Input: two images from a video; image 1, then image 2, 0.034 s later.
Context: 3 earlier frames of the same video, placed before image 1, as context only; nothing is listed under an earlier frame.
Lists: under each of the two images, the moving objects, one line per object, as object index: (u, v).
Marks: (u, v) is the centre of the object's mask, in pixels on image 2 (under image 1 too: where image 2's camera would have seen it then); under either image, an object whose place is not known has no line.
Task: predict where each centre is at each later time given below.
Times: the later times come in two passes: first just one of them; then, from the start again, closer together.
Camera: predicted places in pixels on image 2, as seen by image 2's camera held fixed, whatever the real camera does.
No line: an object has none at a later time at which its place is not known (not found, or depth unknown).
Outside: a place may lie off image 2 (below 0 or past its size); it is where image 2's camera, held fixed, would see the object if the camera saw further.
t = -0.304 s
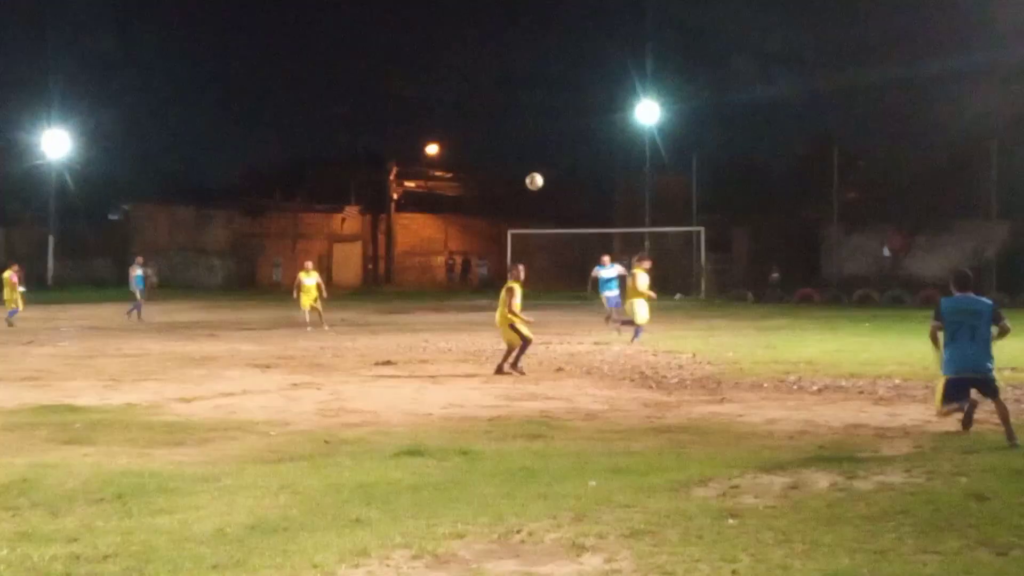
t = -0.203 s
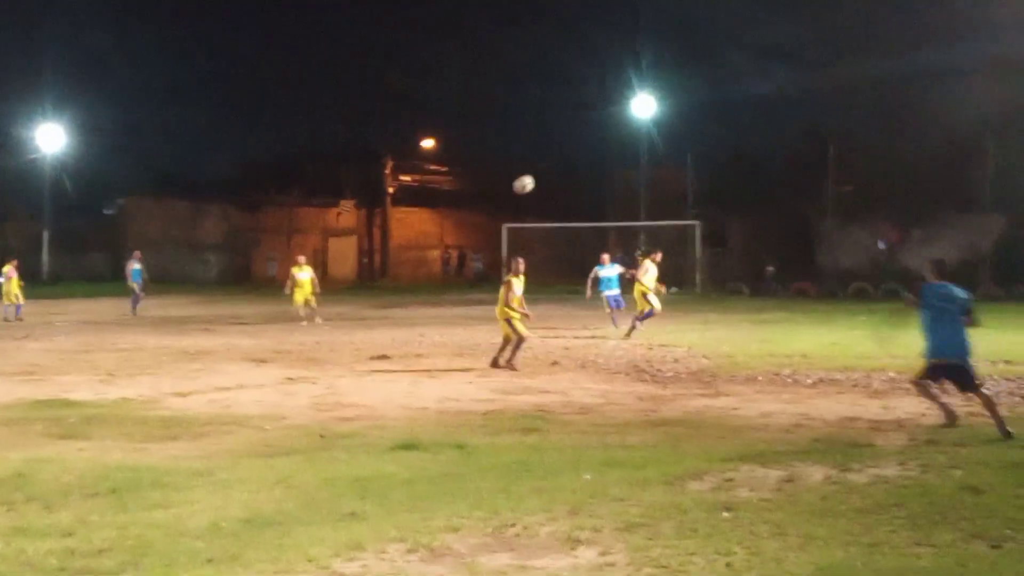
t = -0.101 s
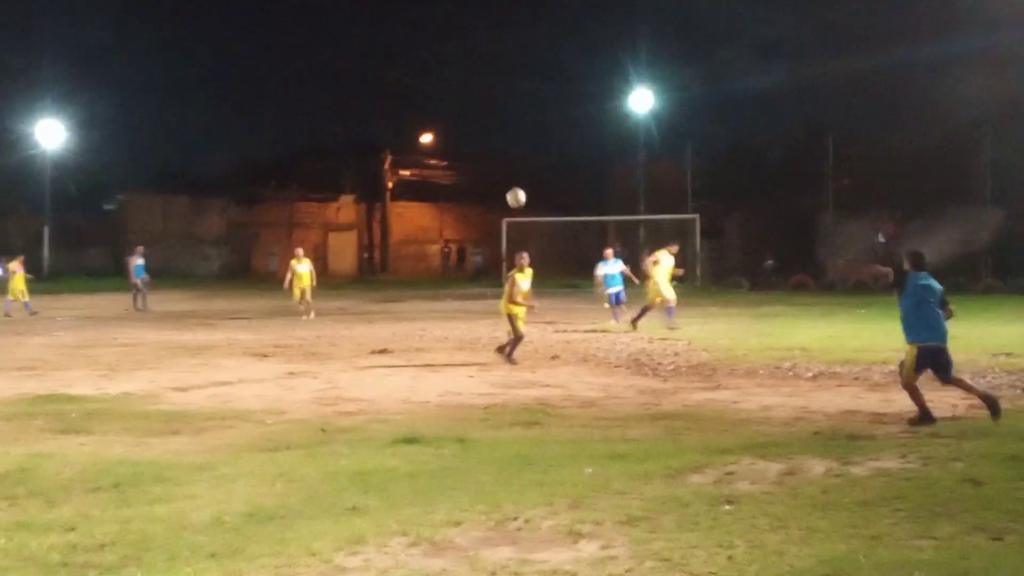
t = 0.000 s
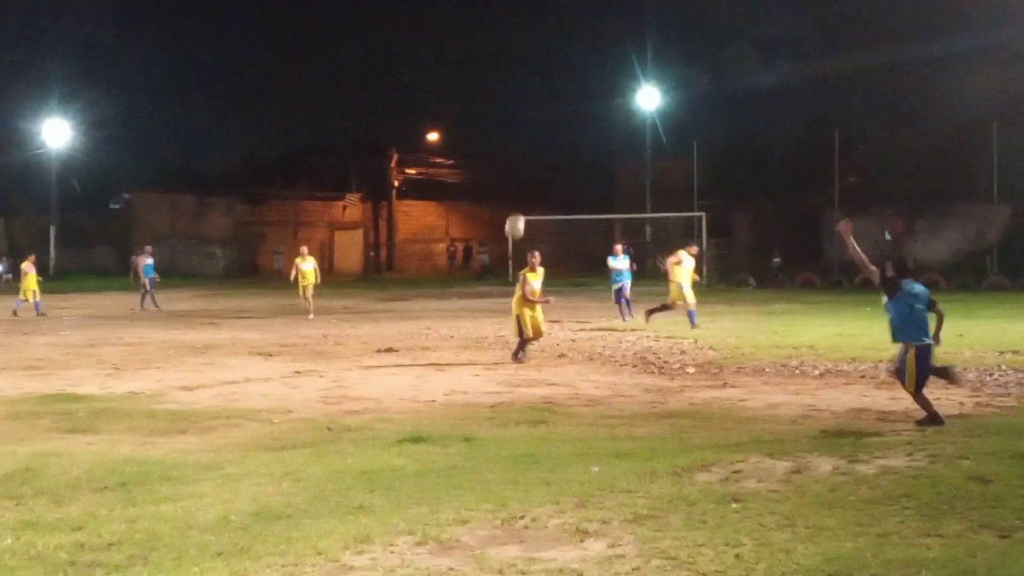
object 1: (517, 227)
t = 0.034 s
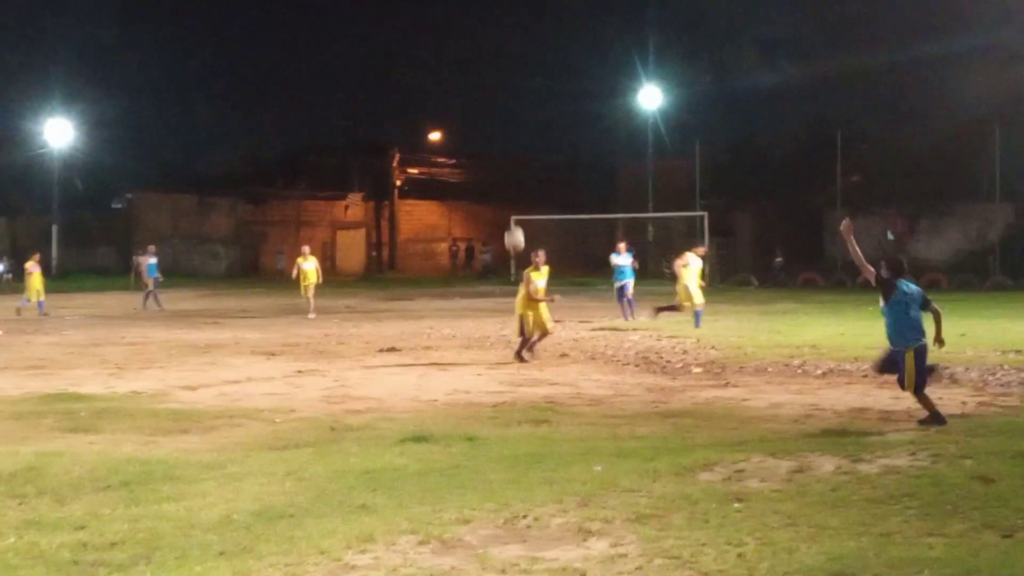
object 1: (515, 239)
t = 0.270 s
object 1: (495, 378)
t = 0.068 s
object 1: (512, 254)
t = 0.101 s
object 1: (509, 270)
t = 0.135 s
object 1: (506, 286)
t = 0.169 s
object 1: (504, 306)
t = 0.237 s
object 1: (498, 351)
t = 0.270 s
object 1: (495, 378)
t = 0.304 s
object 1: (492, 395)
